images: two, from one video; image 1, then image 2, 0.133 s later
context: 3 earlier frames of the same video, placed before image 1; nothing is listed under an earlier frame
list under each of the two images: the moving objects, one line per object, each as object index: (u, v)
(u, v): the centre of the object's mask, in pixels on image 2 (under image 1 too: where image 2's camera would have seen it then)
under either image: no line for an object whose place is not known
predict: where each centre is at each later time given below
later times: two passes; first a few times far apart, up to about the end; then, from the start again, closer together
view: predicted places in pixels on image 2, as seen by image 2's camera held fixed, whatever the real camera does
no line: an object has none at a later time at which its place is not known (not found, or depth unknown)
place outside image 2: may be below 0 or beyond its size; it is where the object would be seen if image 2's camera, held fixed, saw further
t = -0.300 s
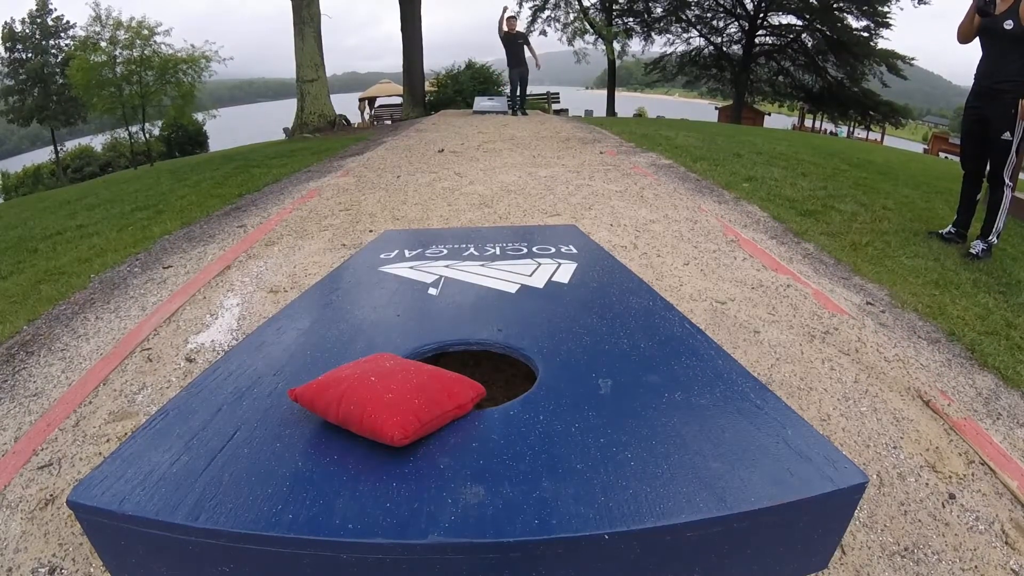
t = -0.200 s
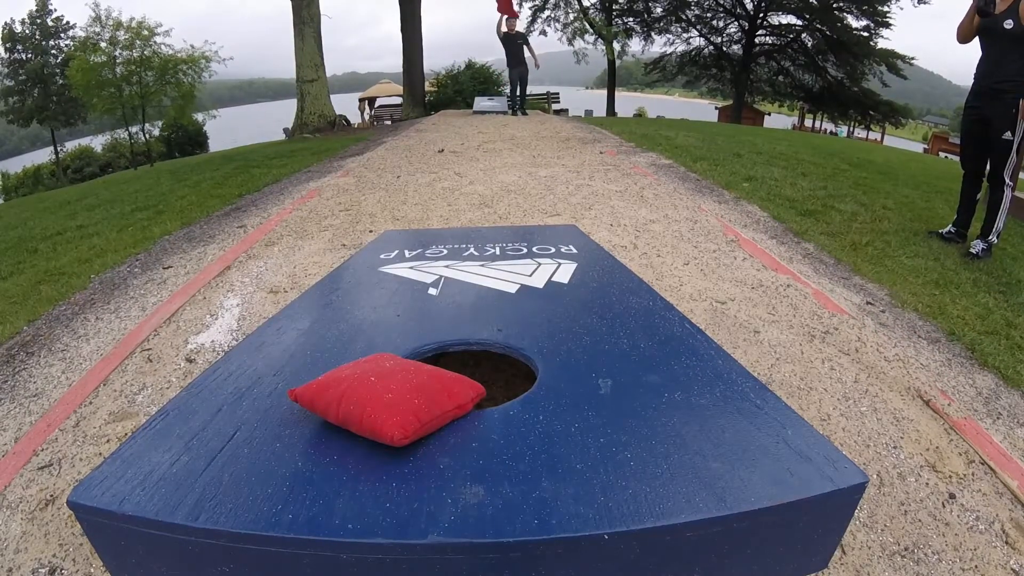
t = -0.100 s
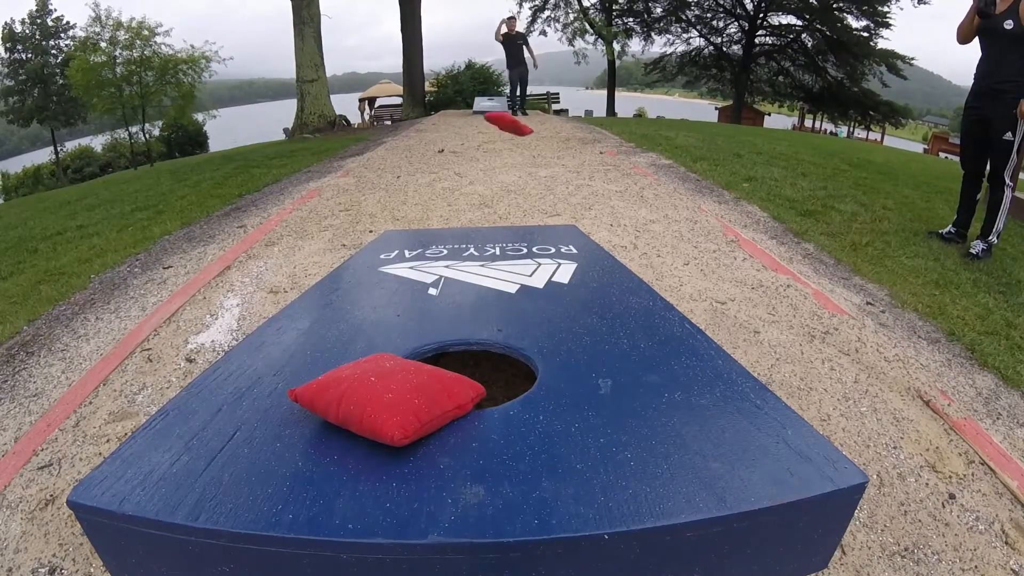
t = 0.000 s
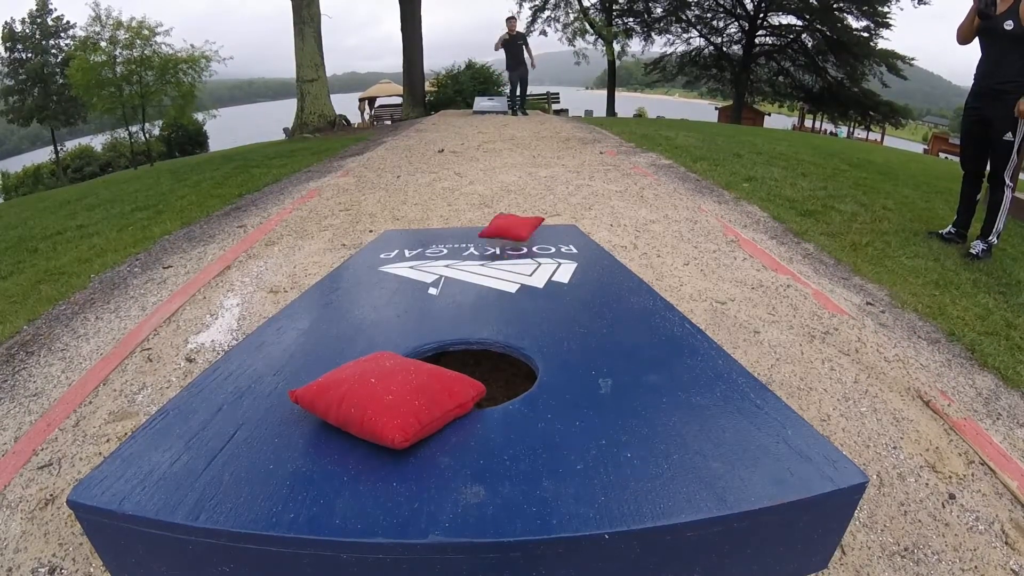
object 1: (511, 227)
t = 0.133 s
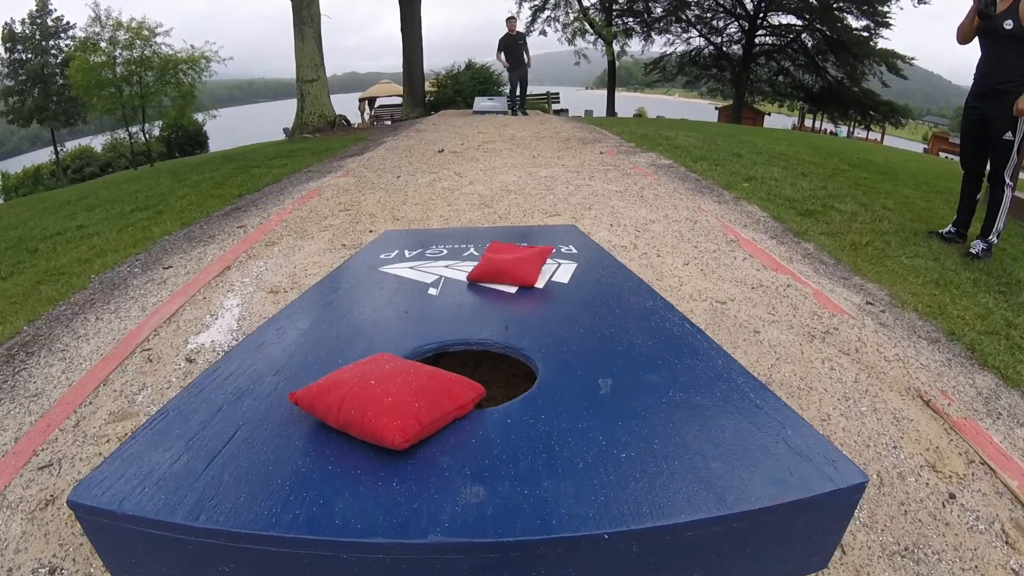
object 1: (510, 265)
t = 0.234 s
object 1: (509, 291)
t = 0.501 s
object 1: (506, 316)
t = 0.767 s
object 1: (506, 316)
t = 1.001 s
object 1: (506, 316)
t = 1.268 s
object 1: (506, 316)
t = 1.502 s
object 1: (506, 316)
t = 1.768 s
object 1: (506, 316)
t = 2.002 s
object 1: (506, 316)
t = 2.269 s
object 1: (506, 316)
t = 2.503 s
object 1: (506, 316)
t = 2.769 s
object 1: (506, 316)
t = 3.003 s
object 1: (506, 316)
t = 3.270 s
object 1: (506, 316)
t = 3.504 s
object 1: (506, 316)
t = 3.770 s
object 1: (506, 316)
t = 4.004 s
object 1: (506, 316)
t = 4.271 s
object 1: (506, 316)
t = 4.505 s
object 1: (506, 316)
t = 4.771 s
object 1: (506, 316)
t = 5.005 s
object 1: (506, 316)
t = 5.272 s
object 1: (506, 316)
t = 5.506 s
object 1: (506, 316)
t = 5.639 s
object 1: (506, 316)
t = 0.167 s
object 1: (510, 275)
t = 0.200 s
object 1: (509, 283)
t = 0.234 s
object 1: (509, 291)
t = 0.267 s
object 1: (508, 298)
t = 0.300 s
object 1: (508, 305)
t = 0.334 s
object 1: (507, 310)
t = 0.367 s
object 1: (507, 314)
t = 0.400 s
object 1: (506, 315)
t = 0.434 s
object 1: (506, 316)
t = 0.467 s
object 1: (506, 316)
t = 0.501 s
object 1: (506, 316)
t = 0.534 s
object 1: (506, 316)
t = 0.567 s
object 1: (506, 316)
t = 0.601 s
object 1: (506, 316)
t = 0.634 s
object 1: (506, 316)
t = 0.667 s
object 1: (506, 316)
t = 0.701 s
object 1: (506, 316)
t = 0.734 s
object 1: (506, 316)
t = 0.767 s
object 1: (506, 316)
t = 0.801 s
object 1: (506, 316)
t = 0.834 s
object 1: (506, 316)
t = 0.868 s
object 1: (506, 316)
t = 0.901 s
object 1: (506, 316)
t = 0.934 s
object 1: (506, 316)
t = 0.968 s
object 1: (506, 316)
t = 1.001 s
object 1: (506, 316)
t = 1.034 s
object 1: (506, 316)
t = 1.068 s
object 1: (506, 316)
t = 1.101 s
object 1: (506, 316)
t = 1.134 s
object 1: (506, 316)
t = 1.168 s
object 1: (506, 316)
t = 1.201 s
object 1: (506, 316)
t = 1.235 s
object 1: (506, 316)
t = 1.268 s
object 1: (506, 316)
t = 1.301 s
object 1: (506, 316)
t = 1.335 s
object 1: (506, 316)
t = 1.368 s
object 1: (506, 316)
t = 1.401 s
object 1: (506, 316)
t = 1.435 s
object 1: (506, 316)
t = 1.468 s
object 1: (506, 316)
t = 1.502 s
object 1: (506, 316)
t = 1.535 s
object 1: (506, 316)
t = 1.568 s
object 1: (506, 316)
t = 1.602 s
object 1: (506, 316)
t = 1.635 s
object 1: (506, 316)
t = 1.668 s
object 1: (506, 316)
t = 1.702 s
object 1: (506, 316)
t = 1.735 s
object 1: (506, 316)
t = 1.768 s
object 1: (506, 316)
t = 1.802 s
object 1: (506, 316)
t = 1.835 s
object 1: (506, 316)
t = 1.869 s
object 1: (506, 316)
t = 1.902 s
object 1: (506, 316)
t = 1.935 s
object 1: (506, 316)
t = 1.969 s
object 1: (506, 316)
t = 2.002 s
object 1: (506, 316)
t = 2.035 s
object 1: (506, 316)
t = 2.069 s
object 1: (506, 316)
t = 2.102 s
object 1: (506, 316)
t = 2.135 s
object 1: (506, 316)
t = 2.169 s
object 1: (506, 316)
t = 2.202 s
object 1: (506, 316)
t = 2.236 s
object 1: (506, 316)
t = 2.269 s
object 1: (506, 316)
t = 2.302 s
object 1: (506, 316)
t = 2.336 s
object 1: (506, 316)
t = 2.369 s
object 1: (506, 316)
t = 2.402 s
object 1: (506, 316)
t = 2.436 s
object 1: (506, 316)
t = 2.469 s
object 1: (506, 316)
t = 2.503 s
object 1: (506, 316)
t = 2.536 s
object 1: (506, 316)
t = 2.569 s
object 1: (506, 316)
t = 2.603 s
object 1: (506, 316)
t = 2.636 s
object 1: (506, 316)
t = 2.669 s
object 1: (506, 316)
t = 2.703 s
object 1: (506, 316)
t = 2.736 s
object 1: (506, 316)
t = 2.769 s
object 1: (506, 316)
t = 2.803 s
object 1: (506, 316)
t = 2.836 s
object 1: (506, 316)
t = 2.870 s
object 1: (506, 316)
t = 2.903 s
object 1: (506, 316)
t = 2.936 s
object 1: (506, 316)
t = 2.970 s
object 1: (506, 316)
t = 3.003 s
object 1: (506, 316)
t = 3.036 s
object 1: (506, 316)
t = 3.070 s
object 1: (506, 316)
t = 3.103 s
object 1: (506, 316)
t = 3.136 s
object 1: (506, 316)
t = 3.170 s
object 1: (506, 316)
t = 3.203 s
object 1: (506, 316)
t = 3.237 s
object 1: (506, 316)
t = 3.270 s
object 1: (506, 316)
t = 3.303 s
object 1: (506, 316)
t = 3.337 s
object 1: (506, 316)
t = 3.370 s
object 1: (506, 316)
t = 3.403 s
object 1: (506, 316)
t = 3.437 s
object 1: (506, 316)
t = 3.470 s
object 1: (506, 316)
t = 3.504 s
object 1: (506, 316)
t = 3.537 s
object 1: (506, 316)
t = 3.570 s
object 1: (506, 316)
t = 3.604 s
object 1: (506, 316)
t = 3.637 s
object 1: (506, 316)
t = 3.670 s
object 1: (506, 316)
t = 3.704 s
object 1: (506, 316)
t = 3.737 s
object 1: (506, 316)
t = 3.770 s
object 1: (506, 316)
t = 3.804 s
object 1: (506, 316)
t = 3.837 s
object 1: (506, 316)
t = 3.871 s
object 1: (506, 316)
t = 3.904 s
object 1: (506, 316)
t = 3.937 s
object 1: (506, 316)
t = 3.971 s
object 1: (506, 316)
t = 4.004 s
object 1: (506, 316)
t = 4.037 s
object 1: (506, 316)
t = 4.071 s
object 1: (506, 316)
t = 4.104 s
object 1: (506, 316)
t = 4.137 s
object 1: (506, 316)
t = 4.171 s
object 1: (506, 316)
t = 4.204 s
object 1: (506, 316)
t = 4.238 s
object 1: (506, 316)
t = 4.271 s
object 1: (506, 316)
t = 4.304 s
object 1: (506, 316)
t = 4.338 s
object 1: (506, 316)
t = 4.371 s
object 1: (506, 316)
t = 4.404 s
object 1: (506, 316)
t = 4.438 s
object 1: (506, 316)
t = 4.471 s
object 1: (506, 316)
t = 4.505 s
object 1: (506, 316)
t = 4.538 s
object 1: (506, 316)
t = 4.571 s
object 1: (506, 316)
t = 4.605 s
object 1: (506, 316)
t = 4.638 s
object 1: (506, 316)
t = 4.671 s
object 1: (506, 316)
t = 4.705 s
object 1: (506, 316)
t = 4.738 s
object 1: (506, 316)
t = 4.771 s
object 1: (506, 316)
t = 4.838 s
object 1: (506, 316)
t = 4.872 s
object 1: (506, 316)
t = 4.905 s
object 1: (506, 316)
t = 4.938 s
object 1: (506, 316)
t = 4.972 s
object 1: (506, 316)
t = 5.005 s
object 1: (506, 316)
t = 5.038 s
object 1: (506, 316)
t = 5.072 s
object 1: (506, 316)
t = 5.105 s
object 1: (506, 316)
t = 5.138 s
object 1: (506, 316)
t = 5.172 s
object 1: (506, 316)
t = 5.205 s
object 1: (506, 316)
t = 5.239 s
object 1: (506, 316)
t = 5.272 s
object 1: (506, 316)
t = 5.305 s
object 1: (506, 316)
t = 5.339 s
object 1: (506, 316)
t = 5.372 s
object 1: (506, 316)
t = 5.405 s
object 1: (506, 316)
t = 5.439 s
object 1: (506, 316)
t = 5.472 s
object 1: (506, 316)
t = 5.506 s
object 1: (506, 316)
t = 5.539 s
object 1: (506, 316)
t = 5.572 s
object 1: (506, 316)
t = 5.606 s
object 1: (506, 316)
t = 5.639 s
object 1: (506, 316)
